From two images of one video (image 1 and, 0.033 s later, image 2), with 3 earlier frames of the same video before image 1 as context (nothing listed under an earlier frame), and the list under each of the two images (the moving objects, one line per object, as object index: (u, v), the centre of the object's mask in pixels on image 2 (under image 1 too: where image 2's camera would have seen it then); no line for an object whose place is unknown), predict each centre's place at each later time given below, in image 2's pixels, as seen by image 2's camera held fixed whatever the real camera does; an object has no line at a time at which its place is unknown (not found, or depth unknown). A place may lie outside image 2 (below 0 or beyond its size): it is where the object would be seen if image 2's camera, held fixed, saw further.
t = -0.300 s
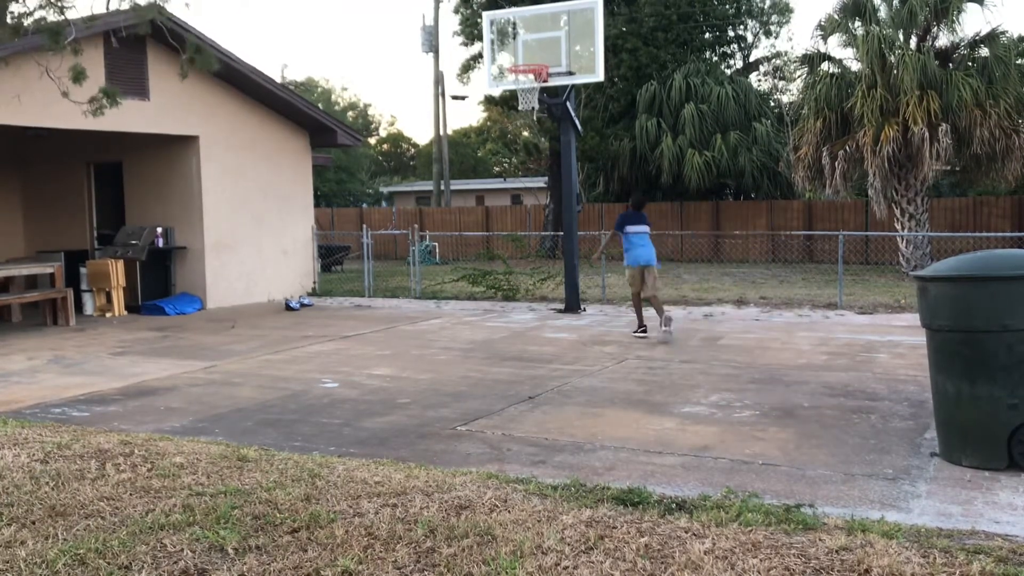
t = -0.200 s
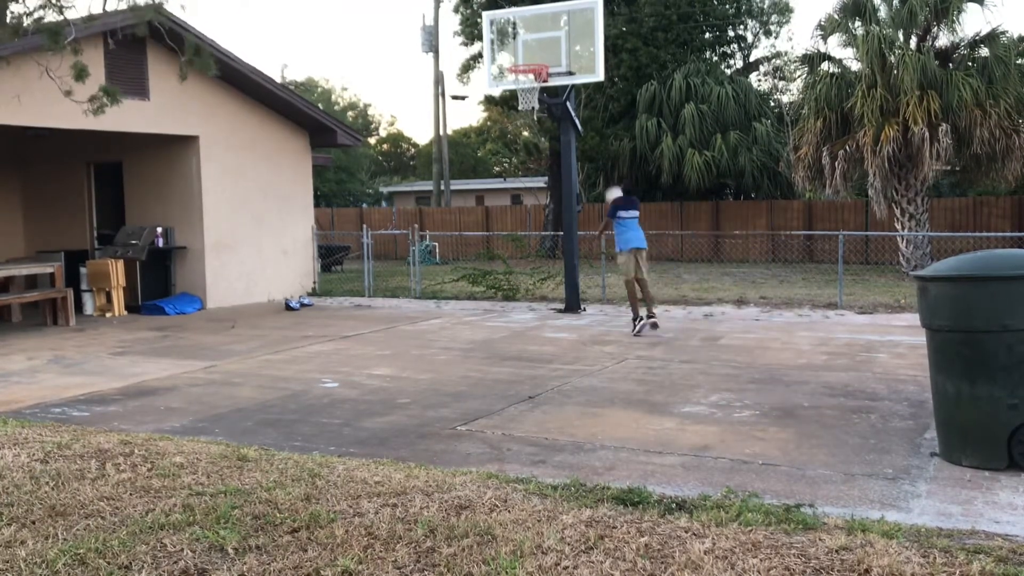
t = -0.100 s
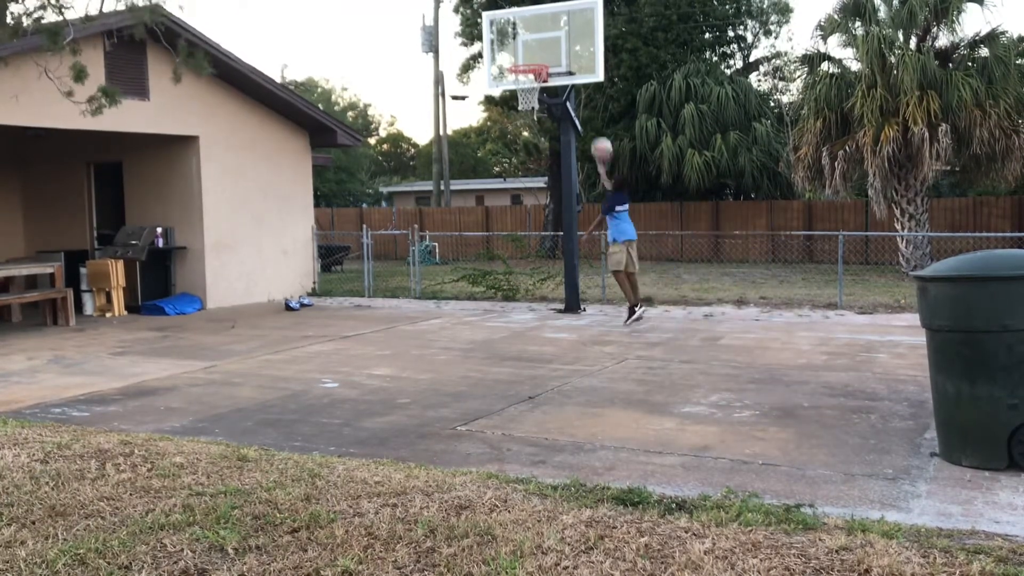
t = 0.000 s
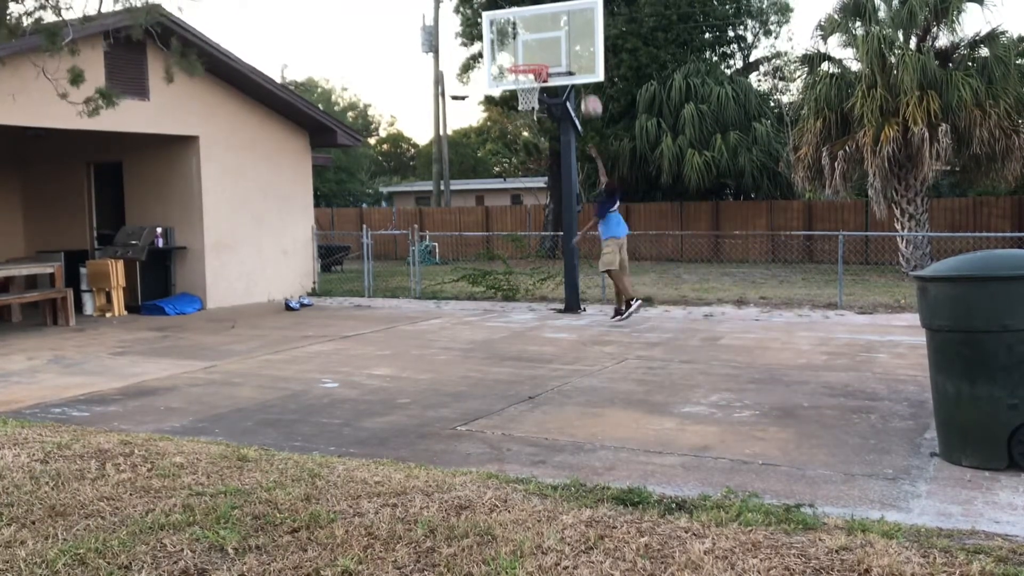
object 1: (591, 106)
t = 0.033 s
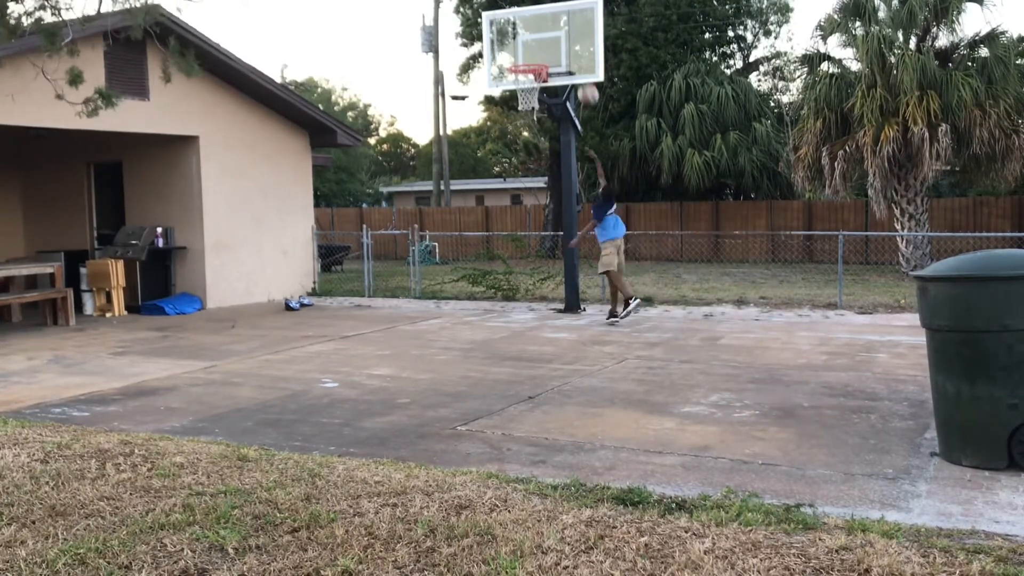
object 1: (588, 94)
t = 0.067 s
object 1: (586, 85)
